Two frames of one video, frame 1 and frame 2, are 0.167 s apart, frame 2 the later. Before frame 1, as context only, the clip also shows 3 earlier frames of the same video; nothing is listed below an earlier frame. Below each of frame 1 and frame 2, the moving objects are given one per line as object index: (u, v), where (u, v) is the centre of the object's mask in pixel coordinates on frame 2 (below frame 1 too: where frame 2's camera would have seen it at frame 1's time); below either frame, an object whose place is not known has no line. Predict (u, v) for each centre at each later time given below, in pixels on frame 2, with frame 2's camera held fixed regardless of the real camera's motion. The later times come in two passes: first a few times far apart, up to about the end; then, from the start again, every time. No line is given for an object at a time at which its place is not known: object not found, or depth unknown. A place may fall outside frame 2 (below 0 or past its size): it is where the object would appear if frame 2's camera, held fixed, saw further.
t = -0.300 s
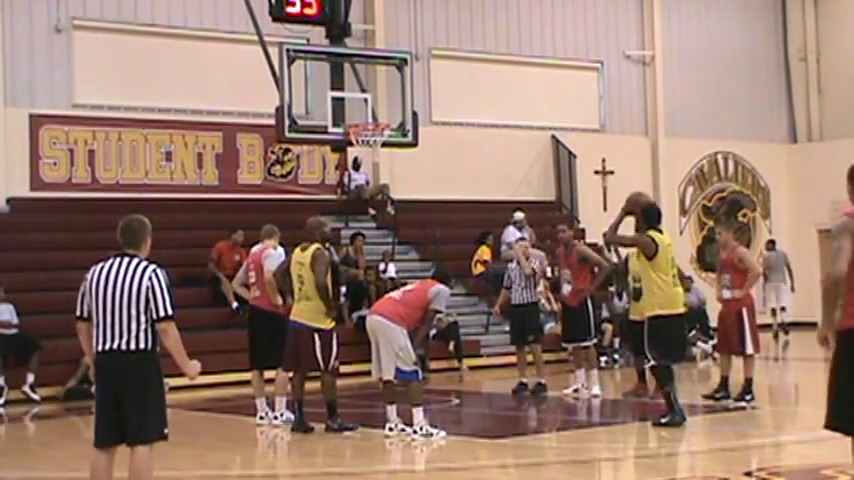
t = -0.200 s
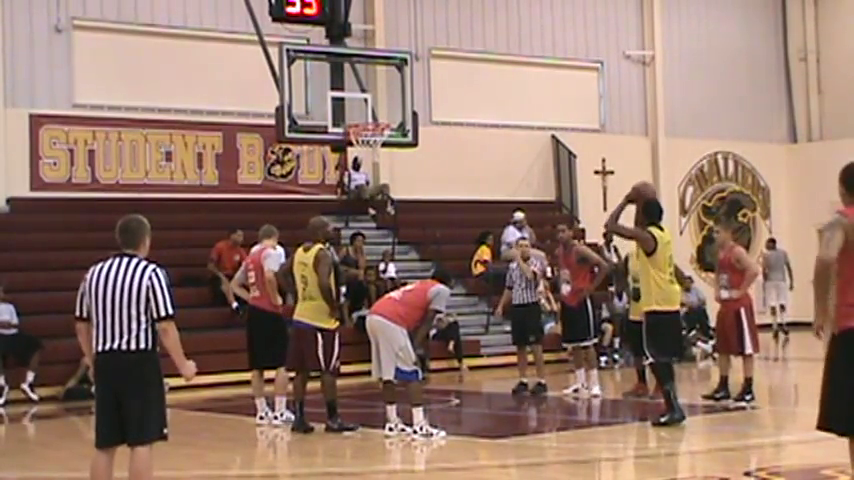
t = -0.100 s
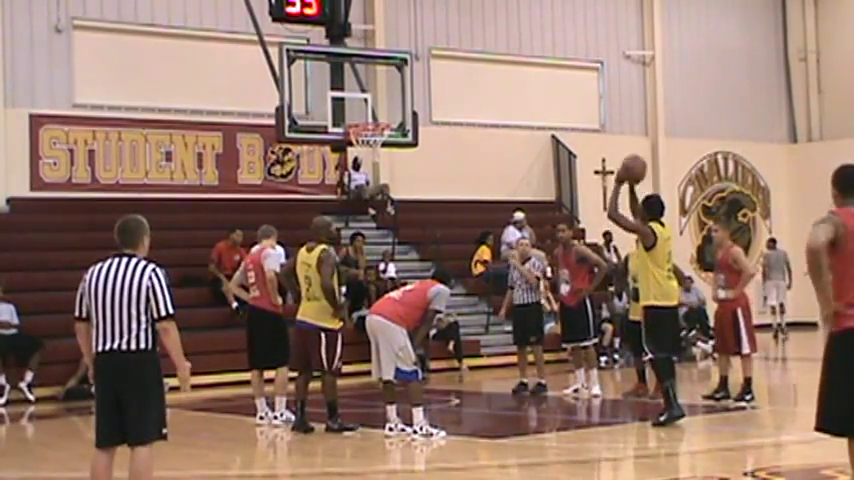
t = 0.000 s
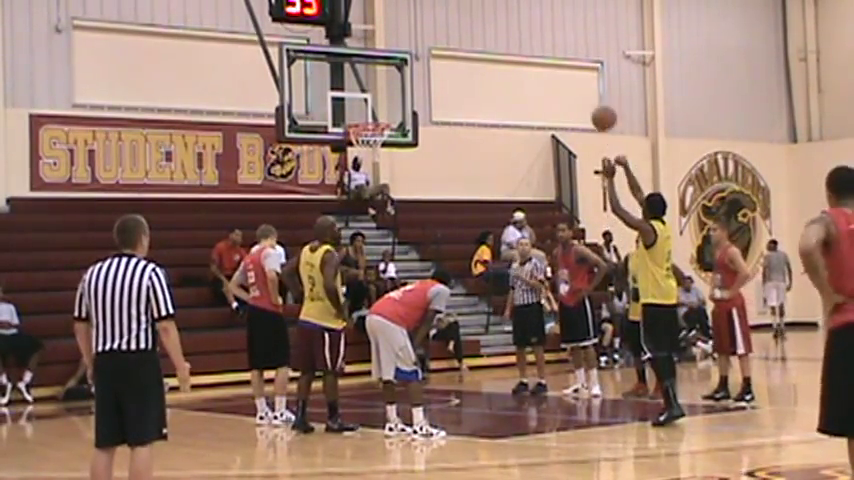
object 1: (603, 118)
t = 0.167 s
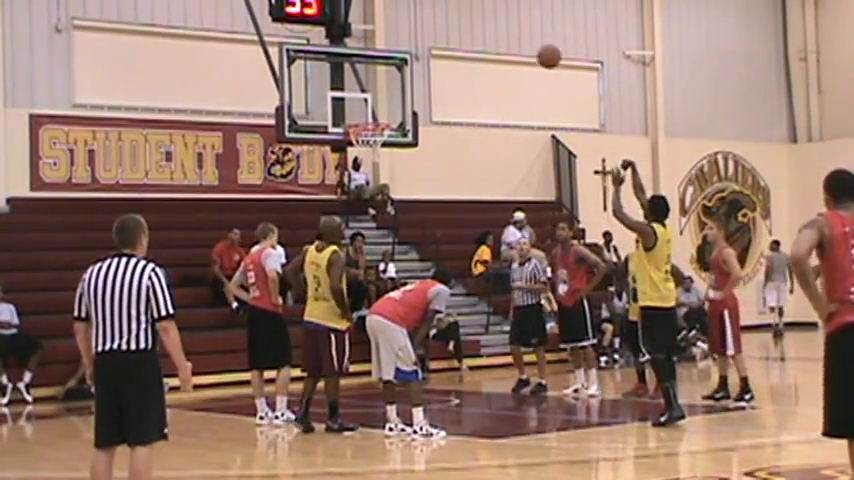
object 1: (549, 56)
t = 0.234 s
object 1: (528, 41)
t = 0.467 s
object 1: (463, 24)
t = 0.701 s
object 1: (407, 55)
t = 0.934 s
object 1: (365, 123)
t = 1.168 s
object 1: (342, 100)
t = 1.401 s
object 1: (348, 111)
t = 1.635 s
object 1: (344, 130)
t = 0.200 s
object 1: (538, 47)
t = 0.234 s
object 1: (528, 41)
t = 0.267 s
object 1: (518, 35)
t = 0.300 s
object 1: (509, 30)
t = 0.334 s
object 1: (499, 27)
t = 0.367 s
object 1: (490, 24)
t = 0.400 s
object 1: (481, 23)
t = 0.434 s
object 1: (472, 23)
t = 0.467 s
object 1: (463, 24)
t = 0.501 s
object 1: (454, 26)
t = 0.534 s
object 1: (446, 28)
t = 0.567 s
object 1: (438, 32)
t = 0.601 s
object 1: (430, 37)
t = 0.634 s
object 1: (422, 42)
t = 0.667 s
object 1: (414, 49)
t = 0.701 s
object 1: (407, 55)
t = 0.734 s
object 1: (399, 65)
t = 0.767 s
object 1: (392, 73)
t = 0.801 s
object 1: (384, 84)
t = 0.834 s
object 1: (376, 95)
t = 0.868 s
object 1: (369, 106)
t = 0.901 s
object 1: (363, 119)
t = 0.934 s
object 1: (365, 123)
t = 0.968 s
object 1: (376, 122)
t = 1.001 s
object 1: (374, 117)
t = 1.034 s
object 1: (366, 112)
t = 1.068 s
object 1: (359, 107)
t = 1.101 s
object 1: (352, 104)
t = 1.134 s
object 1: (345, 102)
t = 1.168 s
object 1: (342, 100)
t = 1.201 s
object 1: (344, 102)
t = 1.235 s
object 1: (345, 103)
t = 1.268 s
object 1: (346, 107)
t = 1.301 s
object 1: (348, 110)
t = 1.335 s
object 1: (349, 114)
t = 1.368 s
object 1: (349, 112)
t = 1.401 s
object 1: (348, 111)
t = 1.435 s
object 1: (348, 111)
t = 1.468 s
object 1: (347, 112)
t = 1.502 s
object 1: (346, 113)
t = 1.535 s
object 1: (345, 115)
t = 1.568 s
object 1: (345, 119)
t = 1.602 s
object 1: (345, 124)
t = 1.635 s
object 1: (344, 130)
